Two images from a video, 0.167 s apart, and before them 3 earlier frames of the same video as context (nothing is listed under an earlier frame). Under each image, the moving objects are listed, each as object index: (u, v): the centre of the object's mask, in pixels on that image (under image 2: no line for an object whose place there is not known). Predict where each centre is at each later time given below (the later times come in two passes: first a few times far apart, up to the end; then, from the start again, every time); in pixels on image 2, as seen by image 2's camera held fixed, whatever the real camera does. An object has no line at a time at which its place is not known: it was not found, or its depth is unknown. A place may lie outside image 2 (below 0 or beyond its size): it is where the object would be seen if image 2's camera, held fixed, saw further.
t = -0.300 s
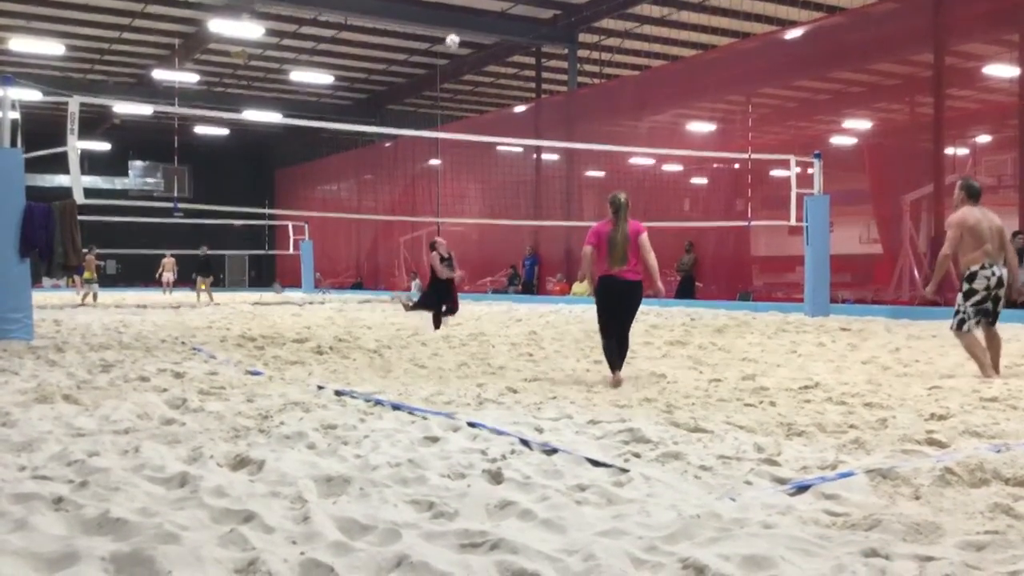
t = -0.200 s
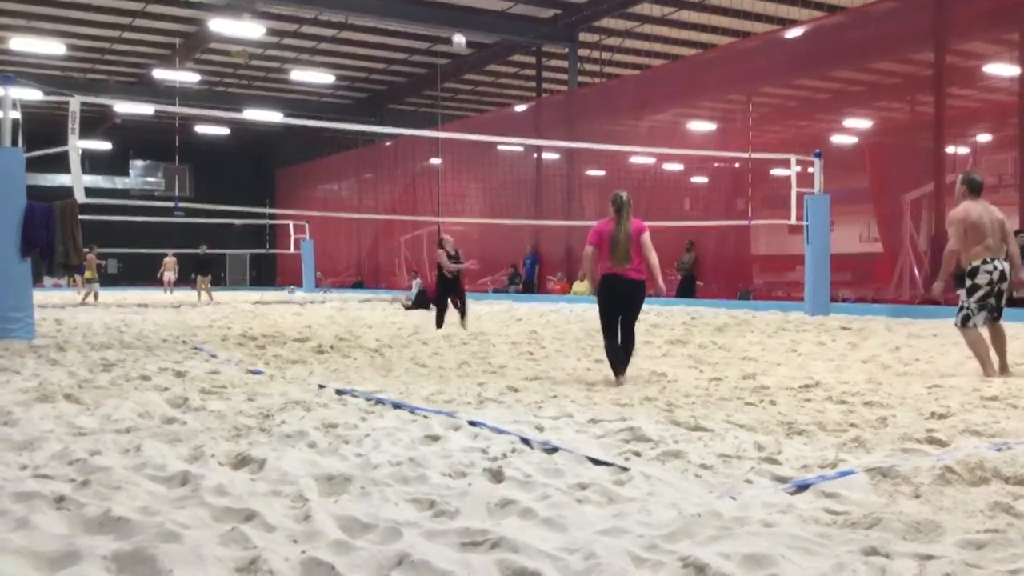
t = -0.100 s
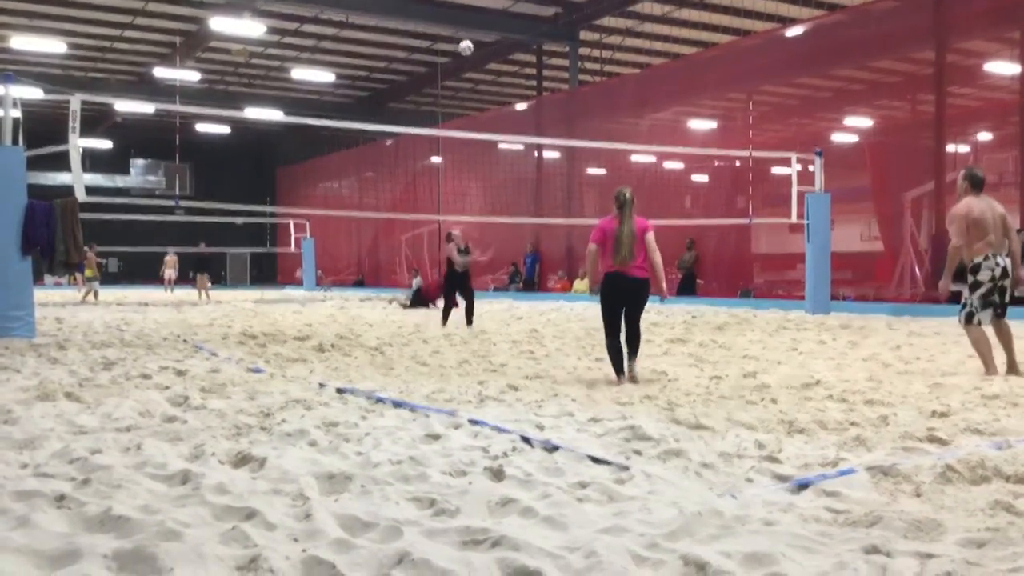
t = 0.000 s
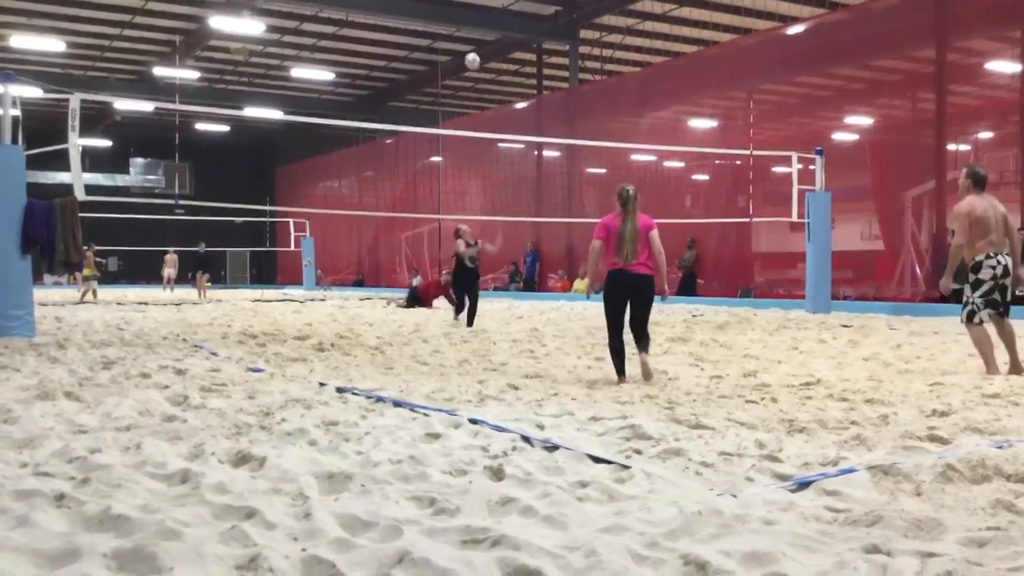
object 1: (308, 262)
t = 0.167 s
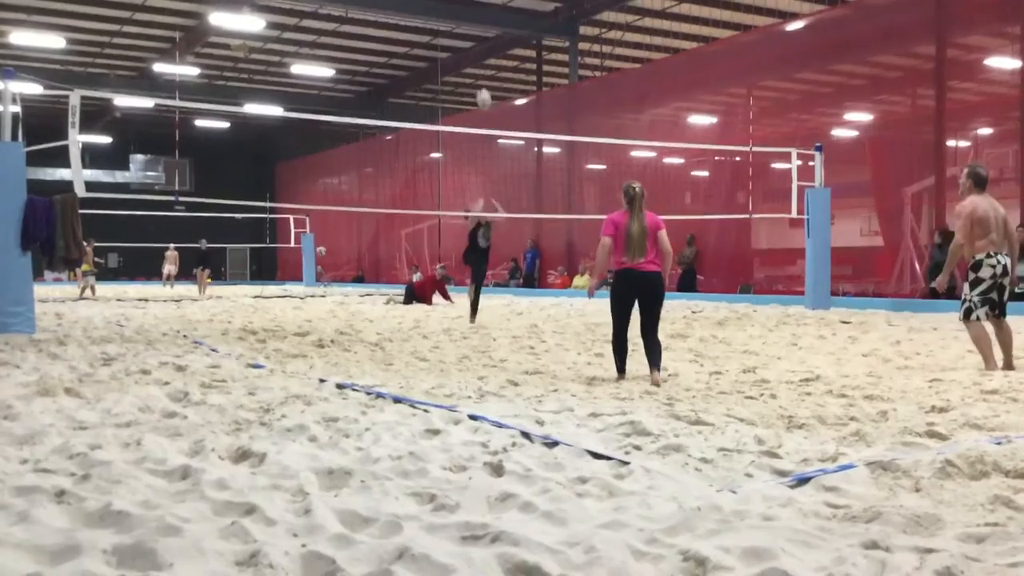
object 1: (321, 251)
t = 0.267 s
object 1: (329, 251)
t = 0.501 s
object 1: (347, 264)
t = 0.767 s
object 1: (353, 277)
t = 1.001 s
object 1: (350, 294)
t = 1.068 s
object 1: (347, 294)
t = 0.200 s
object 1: (324, 251)
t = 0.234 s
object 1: (327, 251)
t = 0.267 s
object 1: (329, 251)
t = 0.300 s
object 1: (332, 252)
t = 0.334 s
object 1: (335, 253)
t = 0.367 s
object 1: (337, 255)
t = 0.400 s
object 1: (341, 258)
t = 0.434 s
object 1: (343, 261)
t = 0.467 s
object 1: (345, 263)
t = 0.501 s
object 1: (347, 264)
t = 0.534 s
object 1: (348, 266)
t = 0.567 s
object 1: (349, 267)
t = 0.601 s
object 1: (350, 268)
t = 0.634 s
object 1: (350, 270)
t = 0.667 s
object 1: (351, 272)
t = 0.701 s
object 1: (352, 274)
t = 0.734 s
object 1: (352, 276)
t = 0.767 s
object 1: (353, 277)
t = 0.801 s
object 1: (353, 280)
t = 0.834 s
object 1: (353, 283)
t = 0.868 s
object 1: (353, 289)
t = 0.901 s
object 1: (353, 292)
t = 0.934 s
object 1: (352, 293)
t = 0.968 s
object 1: (352, 294)
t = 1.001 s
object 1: (350, 294)
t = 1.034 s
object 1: (349, 294)
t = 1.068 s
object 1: (347, 294)
